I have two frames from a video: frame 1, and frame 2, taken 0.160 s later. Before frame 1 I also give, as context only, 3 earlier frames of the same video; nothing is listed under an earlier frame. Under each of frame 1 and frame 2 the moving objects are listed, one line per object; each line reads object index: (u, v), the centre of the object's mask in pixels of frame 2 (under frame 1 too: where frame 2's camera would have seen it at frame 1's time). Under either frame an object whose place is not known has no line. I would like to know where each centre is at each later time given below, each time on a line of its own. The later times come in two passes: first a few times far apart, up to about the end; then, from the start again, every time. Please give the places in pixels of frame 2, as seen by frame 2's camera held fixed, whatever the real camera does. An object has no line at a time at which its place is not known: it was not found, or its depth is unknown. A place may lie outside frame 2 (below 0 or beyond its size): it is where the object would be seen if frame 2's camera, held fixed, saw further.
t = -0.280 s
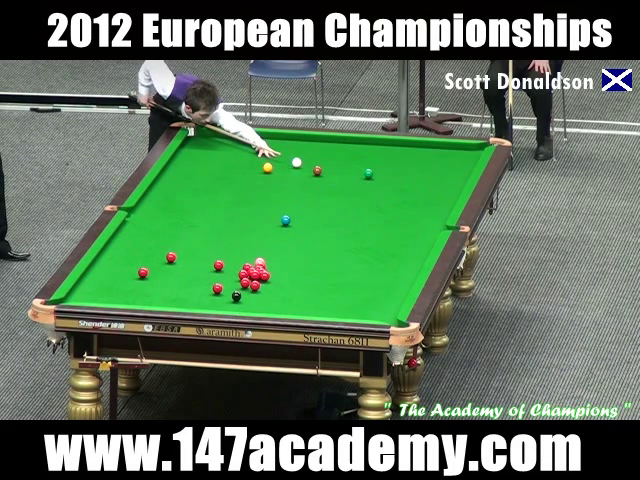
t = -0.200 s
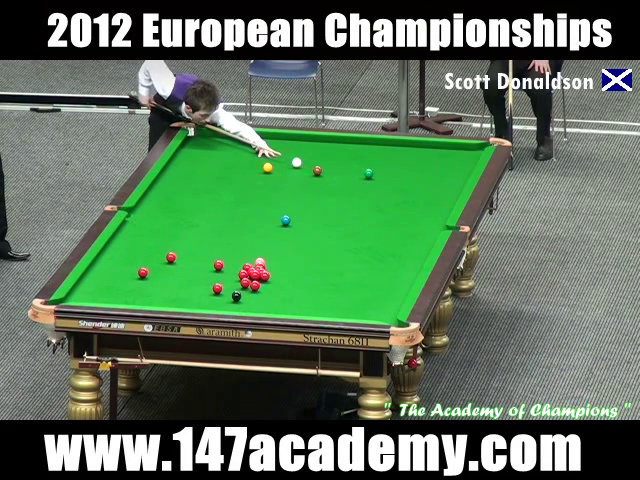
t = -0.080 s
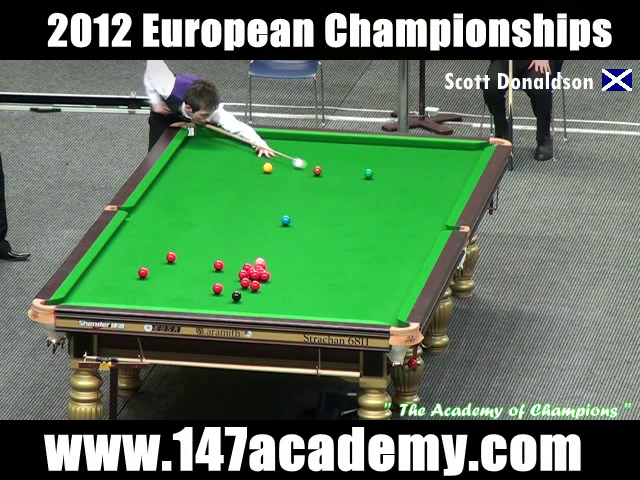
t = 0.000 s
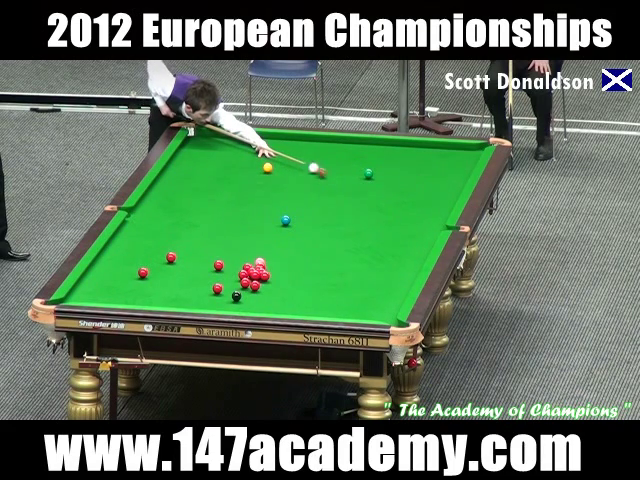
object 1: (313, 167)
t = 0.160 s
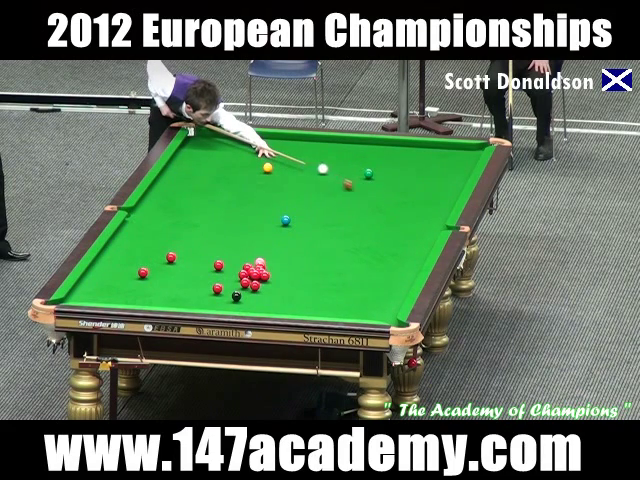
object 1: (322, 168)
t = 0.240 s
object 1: (329, 169)
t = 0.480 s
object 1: (348, 173)
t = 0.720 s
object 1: (368, 177)
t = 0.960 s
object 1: (386, 181)
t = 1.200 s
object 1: (404, 185)
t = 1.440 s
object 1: (420, 188)
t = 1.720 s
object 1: (439, 192)
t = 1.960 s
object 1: (454, 195)
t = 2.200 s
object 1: (446, 196)
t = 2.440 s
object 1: (436, 197)
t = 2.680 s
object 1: (427, 197)
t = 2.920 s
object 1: (419, 198)
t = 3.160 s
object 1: (412, 198)
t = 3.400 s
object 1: (405, 199)
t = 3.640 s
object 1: (400, 199)
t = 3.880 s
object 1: (396, 199)
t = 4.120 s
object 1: (392, 199)
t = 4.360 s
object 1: (390, 200)
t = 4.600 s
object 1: (388, 200)
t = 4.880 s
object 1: (388, 200)
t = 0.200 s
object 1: (325, 169)
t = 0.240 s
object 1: (329, 169)
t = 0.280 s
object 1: (332, 170)
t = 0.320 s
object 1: (335, 171)
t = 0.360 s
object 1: (339, 171)
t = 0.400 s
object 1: (342, 172)
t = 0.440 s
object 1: (345, 173)
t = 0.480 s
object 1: (348, 173)
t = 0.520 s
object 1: (352, 174)
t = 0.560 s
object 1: (355, 174)
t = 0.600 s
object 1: (358, 175)
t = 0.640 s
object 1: (361, 176)
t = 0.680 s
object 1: (364, 177)
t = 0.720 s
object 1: (368, 177)
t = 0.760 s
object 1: (371, 178)
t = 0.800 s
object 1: (374, 179)
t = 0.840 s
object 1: (377, 179)
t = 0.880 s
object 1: (380, 180)
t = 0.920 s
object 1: (383, 180)
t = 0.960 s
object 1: (386, 181)
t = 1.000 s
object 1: (389, 182)
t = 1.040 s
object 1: (392, 182)
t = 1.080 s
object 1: (395, 183)
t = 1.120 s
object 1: (398, 183)
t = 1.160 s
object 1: (401, 184)
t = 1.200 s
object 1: (404, 185)
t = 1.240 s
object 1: (406, 185)
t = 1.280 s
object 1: (409, 186)
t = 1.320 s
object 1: (412, 186)
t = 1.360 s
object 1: (415, 187)
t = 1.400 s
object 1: (417, 188)
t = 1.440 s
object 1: (420, 188)
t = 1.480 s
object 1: (423, 189)
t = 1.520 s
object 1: (426, 189)
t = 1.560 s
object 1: (428, 190)
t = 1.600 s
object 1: (431, 190)
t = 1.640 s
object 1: (434, 191)
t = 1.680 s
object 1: (436, 191)
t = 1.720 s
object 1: (439, 192)
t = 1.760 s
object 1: (441, 193)
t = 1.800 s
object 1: (444, 193)
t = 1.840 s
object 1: (446, 194)
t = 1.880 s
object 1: (449, 194)
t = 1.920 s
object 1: (451, 195)
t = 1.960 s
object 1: (454, 195)
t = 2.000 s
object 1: (455, 195)
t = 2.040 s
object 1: (453, 195)
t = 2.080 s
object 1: (451, 196)
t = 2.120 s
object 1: (450, 196)
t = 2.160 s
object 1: (448, 196)
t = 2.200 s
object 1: (446, 196)
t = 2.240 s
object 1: (444, 196)
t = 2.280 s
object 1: (443, 196)
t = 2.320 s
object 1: (441, 197)
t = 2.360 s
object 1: (439, 197)
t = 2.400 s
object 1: (438, 197)
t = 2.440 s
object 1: (436, 197)
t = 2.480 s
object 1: (434, 197)
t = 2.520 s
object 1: (433, 197)
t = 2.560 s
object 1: (431, 197)
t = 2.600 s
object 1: (430, 197)
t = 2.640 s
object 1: (428, 197)
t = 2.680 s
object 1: (427, 197)
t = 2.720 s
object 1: (426, 197)
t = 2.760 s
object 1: (424, 197)
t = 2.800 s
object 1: (423, 198)
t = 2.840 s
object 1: (421, 198)
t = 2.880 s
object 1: (420, 198)
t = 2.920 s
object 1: (419, 198)
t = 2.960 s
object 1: (417, 198)
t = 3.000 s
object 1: (416, 198)
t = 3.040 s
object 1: (415, 198)
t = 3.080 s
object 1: (414, 198)
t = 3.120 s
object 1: (413, 198)
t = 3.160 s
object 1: (412, 198)
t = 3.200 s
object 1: (410, 198)
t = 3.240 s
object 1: (409, 198)
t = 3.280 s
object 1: (408, 199)
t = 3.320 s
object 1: (407, 199)
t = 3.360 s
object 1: (406, 199)
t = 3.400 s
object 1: (405, 199)
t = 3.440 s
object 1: (404, 199)
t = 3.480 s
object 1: (403, 199)
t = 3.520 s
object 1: (403, 199)
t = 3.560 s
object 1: (402, 199)
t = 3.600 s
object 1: (401, 199)
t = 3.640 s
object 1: (400, 199)
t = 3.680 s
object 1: (399, 199)
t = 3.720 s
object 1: (398, 199)
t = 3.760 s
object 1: (398, 199)
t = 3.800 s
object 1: (397, 199)
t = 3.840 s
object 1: (396, 199)
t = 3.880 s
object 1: (396, 199)
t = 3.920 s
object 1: (395, 199)
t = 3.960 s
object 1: (395, 199)
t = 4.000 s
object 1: (394, 199)
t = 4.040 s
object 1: (393, 199)
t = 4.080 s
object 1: (393, 199)
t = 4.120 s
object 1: (392, 199)
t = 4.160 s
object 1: (392, 199)
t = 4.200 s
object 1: (391, 199)
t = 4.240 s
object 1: (391, 199)
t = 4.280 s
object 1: (391, 200)
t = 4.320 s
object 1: (390, 200)
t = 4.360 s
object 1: (390, 200)
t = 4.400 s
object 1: (390, 200)
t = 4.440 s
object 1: (390, 200)
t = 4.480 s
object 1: (389, 200)
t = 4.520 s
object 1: (389, 200)
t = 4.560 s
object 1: (389, 200)
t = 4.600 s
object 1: (388, 200)
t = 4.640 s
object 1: (388, 200)
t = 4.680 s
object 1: (388, 200)
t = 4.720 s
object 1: (388, 200)
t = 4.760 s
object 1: (388, 200)
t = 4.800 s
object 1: (388, 200)
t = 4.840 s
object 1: (388, 200)
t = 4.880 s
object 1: (388, 200)
